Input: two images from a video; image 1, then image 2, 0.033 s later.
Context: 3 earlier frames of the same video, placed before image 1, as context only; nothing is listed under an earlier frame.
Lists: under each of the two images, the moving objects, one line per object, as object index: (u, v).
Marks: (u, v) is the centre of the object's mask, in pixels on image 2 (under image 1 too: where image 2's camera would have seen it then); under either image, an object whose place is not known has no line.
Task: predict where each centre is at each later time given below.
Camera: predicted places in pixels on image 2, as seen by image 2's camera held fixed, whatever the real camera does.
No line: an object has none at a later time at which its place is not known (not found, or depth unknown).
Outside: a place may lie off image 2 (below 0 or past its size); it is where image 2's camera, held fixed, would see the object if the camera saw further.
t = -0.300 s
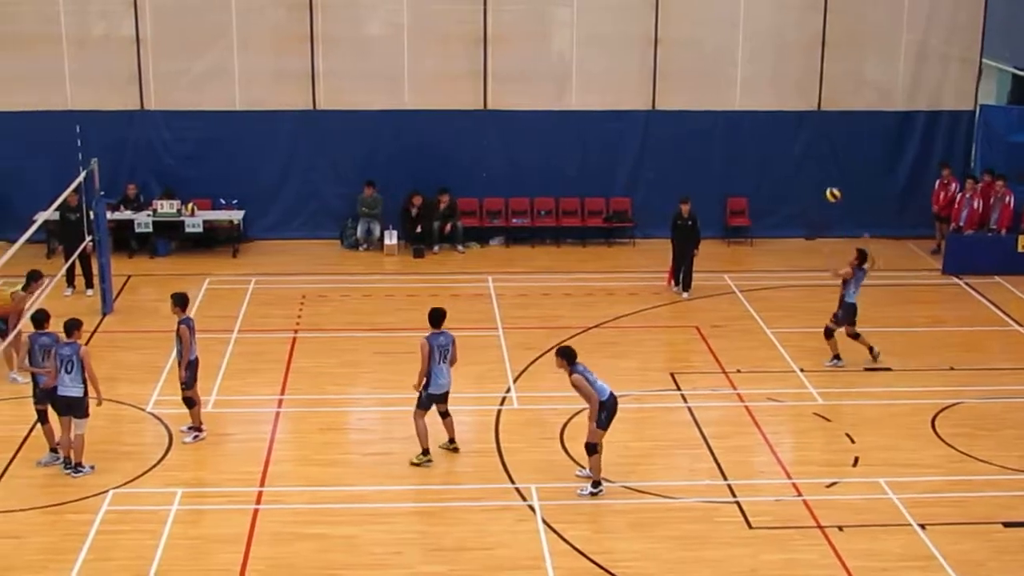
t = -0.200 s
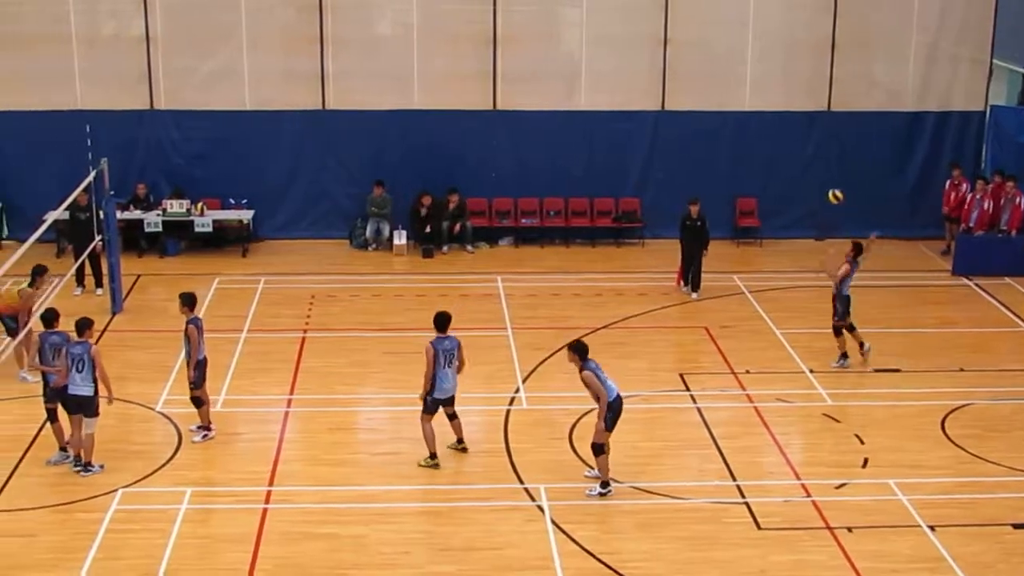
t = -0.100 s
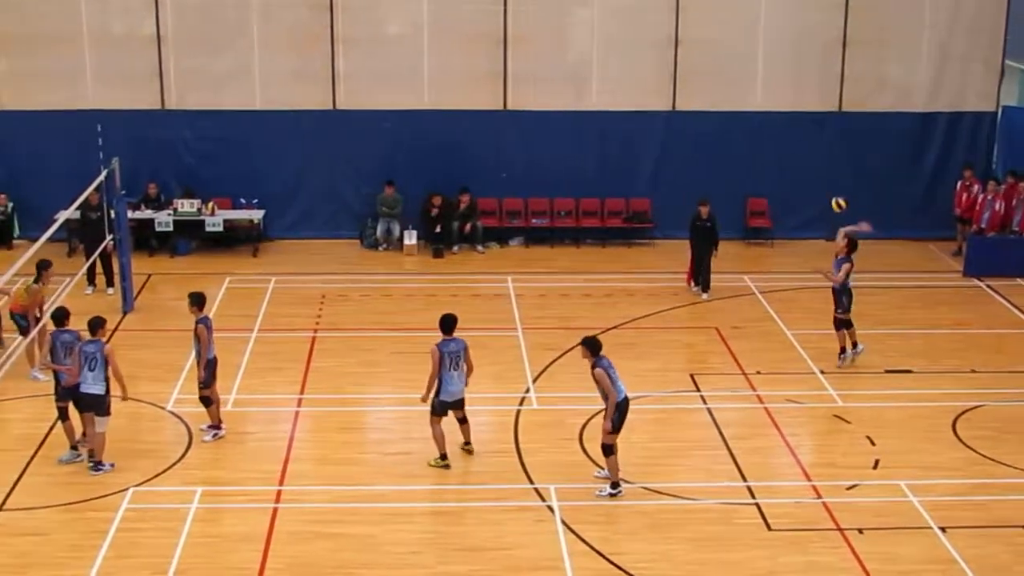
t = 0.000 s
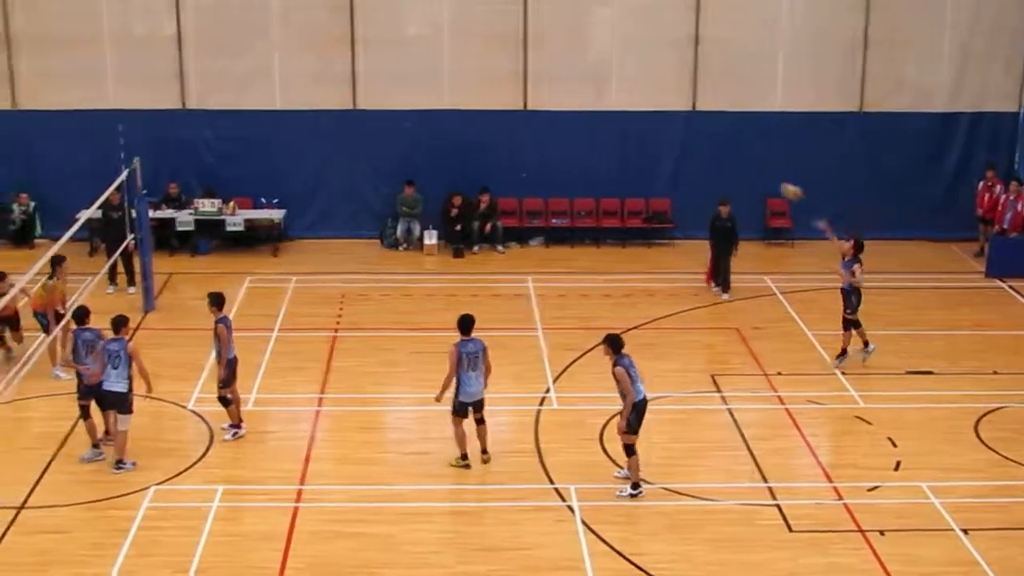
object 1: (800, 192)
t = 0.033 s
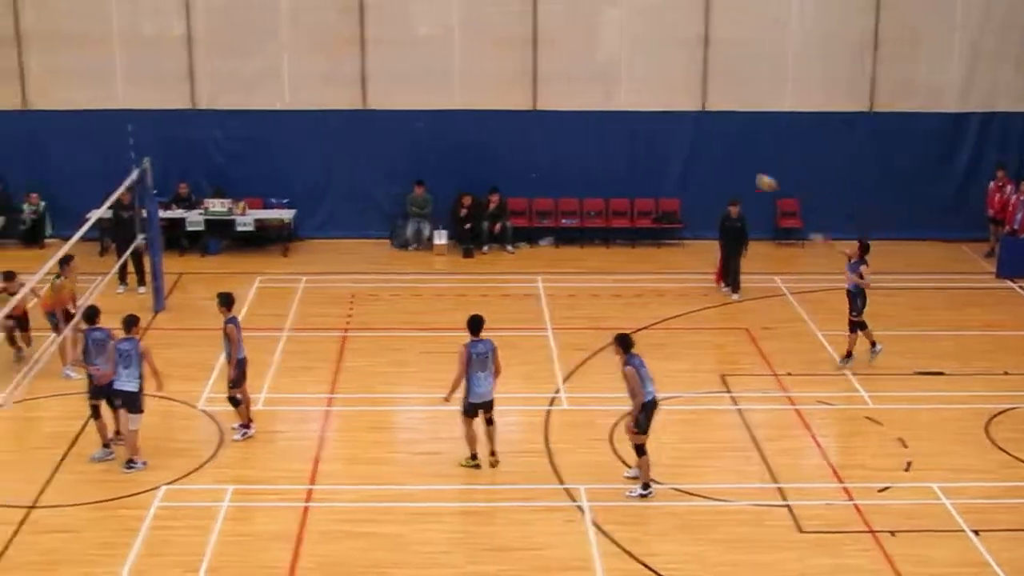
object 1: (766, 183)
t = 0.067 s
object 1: (731, 175)
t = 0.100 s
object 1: (696, 167)
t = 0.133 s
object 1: (659, 160)
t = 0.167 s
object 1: (627, 153)
